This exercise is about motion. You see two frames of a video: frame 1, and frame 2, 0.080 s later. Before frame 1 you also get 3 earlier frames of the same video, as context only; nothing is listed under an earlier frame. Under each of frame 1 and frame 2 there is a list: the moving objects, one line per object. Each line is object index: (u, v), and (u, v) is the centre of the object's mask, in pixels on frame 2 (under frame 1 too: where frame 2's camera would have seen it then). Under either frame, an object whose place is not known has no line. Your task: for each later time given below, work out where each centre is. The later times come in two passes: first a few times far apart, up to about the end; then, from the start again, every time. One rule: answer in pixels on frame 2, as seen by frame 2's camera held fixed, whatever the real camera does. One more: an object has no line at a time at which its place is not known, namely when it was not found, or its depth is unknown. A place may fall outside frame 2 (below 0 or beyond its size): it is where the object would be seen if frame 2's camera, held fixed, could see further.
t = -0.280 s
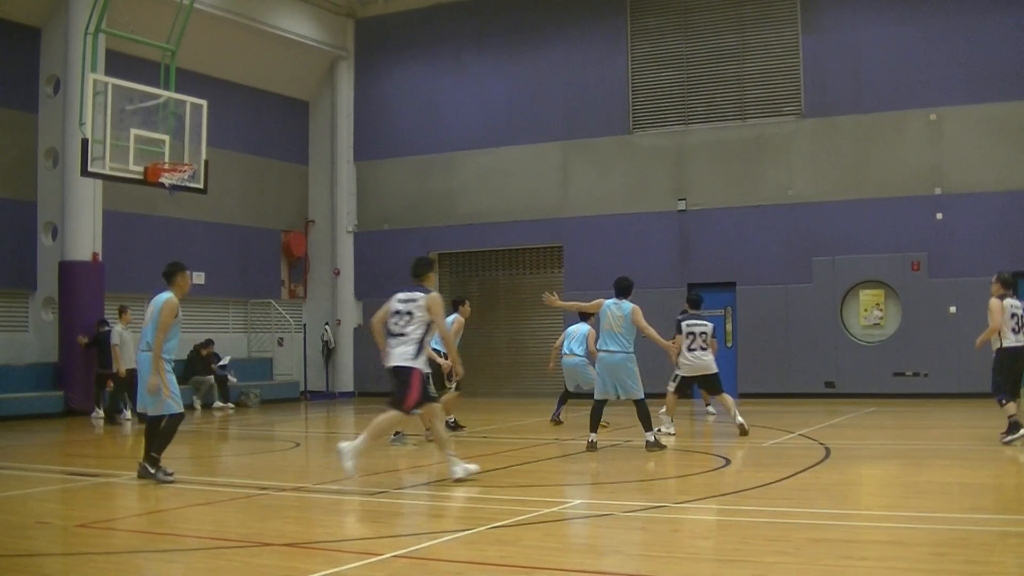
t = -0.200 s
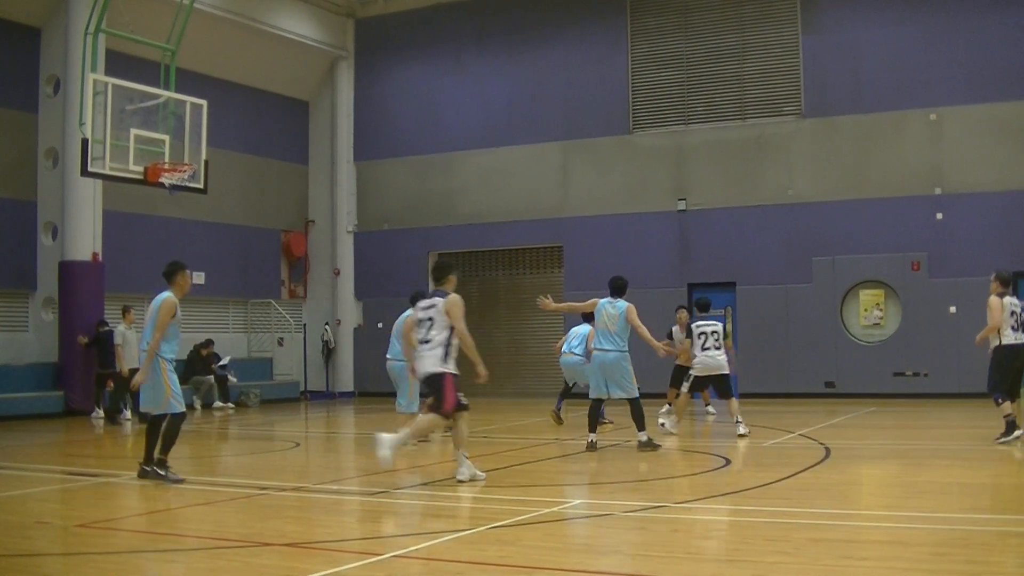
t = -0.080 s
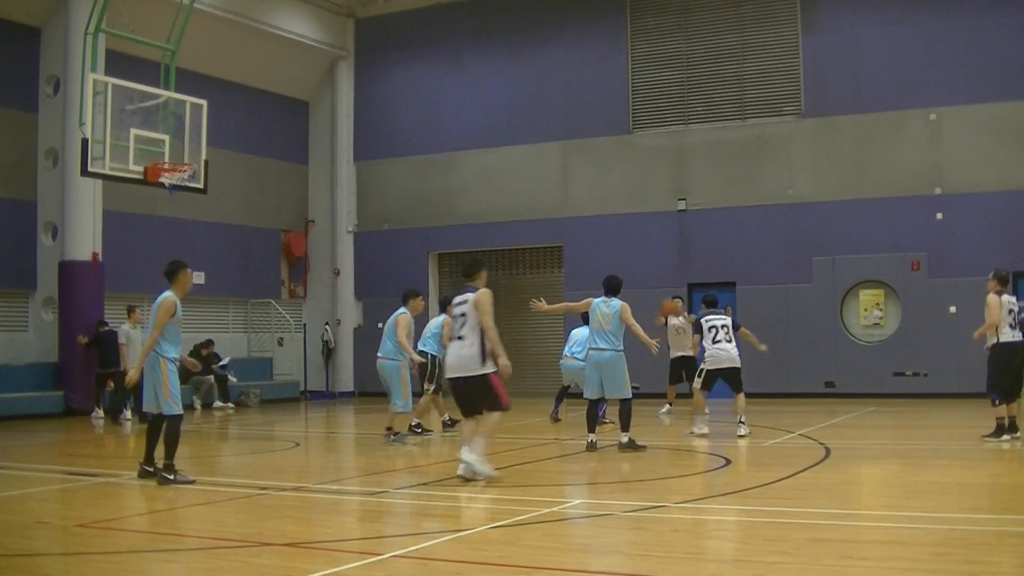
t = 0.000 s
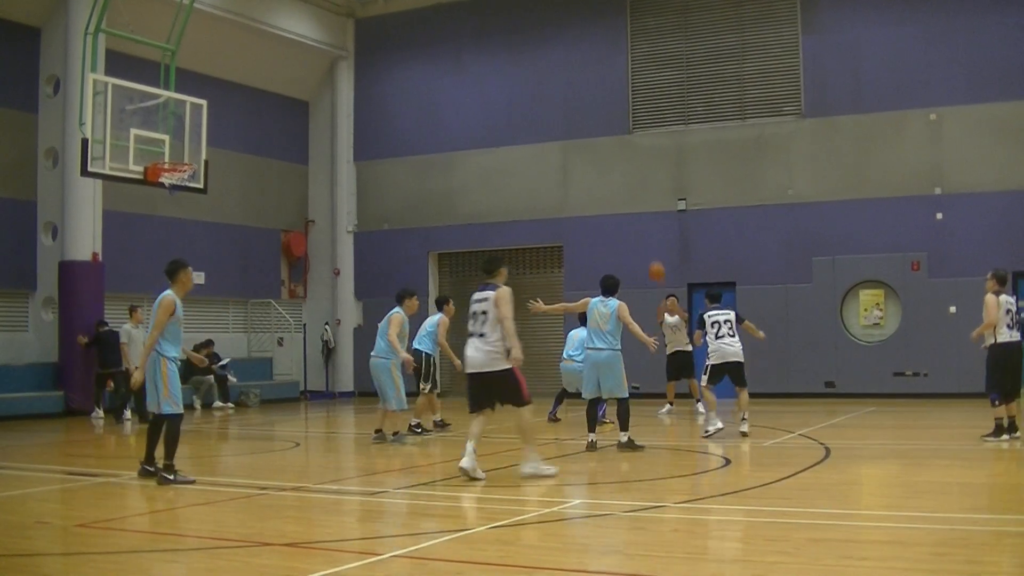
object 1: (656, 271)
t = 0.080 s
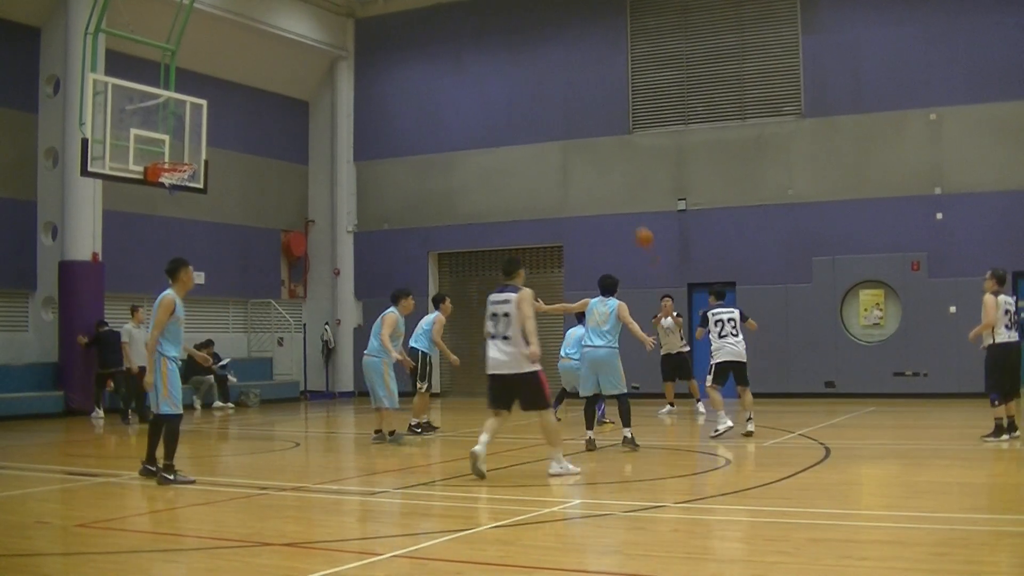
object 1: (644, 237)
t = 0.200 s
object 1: (623, 191)
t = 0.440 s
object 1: (575, 117)
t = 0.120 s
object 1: (637, 222)
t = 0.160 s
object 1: (630, 206)
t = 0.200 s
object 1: (623, 191)
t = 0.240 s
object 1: (616, 177)
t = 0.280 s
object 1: (608, 163)
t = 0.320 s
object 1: (600, 151)
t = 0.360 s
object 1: (592, 138)
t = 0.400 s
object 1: (584, 127)
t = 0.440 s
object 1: (575, 117)
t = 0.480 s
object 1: (567, 108)
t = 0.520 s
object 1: (557, 100)
